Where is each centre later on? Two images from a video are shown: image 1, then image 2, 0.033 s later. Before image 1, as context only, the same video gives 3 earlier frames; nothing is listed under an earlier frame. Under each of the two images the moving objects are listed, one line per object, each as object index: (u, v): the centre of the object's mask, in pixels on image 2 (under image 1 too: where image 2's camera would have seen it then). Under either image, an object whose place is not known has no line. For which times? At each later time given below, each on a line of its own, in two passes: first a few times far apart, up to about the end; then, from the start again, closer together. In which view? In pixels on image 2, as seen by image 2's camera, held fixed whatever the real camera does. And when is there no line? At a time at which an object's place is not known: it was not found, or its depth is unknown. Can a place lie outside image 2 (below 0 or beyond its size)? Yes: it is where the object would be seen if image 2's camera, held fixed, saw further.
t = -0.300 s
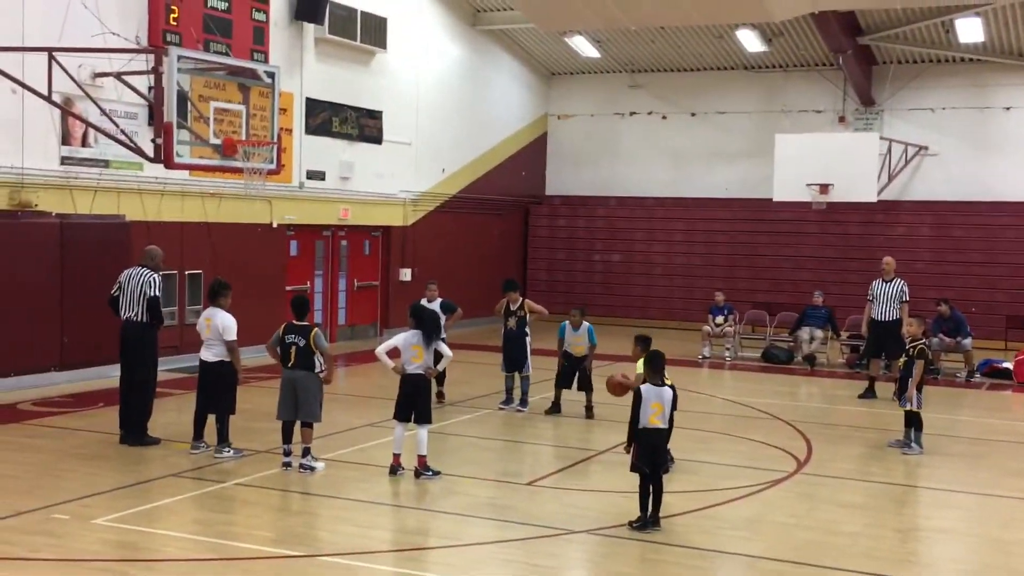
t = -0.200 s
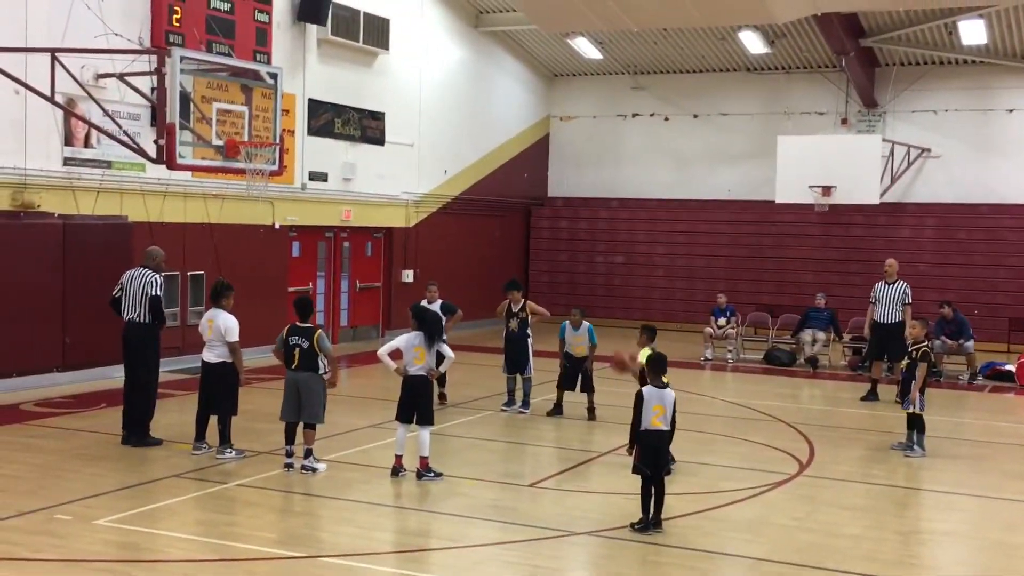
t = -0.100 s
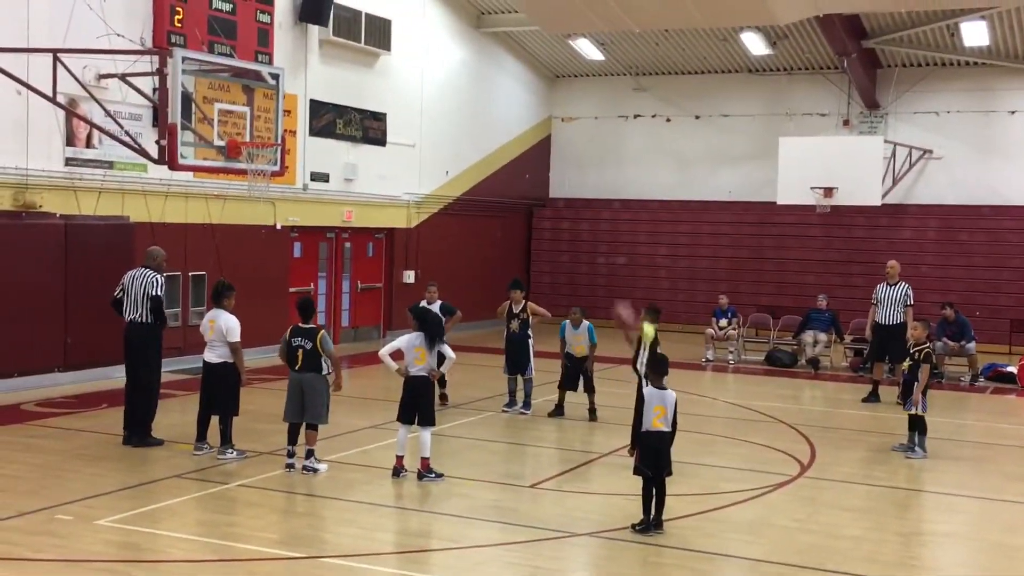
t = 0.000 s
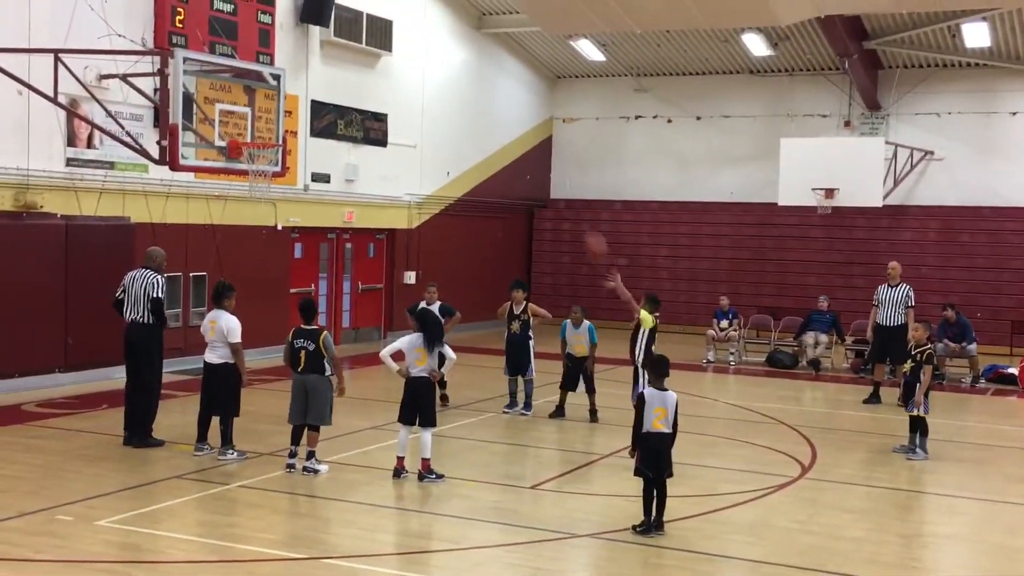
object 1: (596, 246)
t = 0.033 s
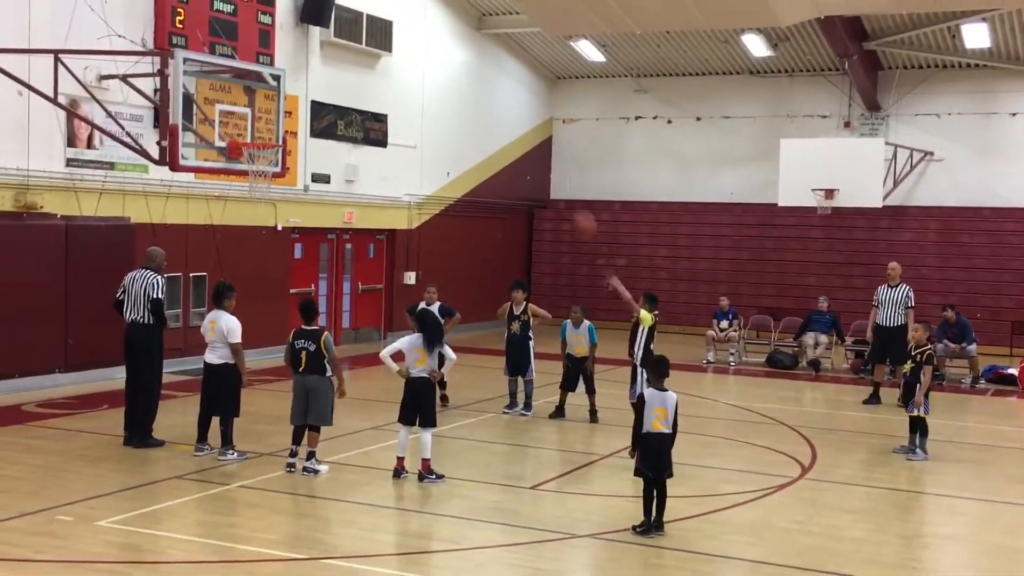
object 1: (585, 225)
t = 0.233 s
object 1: (520, 123)
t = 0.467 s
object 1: (449, 59)
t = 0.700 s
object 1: (382, 49)
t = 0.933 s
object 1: (320, 90)
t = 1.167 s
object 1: (300, 139)
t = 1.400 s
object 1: (356, 168)
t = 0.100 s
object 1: (563, 187)
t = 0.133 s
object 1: (554, 170)
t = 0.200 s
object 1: (530, 136)
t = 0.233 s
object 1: (520, 123)
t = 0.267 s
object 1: (509, 110)
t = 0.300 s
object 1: (500, 99)
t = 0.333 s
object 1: (490, 88)
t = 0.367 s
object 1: (480, 79)
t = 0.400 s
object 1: (470, 72)
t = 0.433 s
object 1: (460, 64)
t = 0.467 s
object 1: (449, 59)
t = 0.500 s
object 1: (439, 54)
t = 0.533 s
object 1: (429, 50)
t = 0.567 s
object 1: (420, 48)
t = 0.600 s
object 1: (410, 47)
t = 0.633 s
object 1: (401, 47)
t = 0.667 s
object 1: (392, 47)
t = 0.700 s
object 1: (382, 49)
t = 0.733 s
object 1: (374, 52)
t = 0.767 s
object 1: (365, 56)
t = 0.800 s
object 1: (355, 62)
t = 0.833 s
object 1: (346, 67)
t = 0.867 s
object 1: (337, 74)
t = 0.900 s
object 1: (328, 81)
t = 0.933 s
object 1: (320, 90)
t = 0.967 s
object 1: (310, 99)
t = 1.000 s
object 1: (302, 110)
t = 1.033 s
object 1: (294, 122)
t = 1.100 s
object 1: (285, 140)
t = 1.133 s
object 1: (292, 139)
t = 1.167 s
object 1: (300, 139)
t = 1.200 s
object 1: (308, 139)
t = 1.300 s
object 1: (332, 148)
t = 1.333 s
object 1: (340, 153)
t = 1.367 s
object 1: (348, 160)
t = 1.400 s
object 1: (356, 168)
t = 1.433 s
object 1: (365, 176)
